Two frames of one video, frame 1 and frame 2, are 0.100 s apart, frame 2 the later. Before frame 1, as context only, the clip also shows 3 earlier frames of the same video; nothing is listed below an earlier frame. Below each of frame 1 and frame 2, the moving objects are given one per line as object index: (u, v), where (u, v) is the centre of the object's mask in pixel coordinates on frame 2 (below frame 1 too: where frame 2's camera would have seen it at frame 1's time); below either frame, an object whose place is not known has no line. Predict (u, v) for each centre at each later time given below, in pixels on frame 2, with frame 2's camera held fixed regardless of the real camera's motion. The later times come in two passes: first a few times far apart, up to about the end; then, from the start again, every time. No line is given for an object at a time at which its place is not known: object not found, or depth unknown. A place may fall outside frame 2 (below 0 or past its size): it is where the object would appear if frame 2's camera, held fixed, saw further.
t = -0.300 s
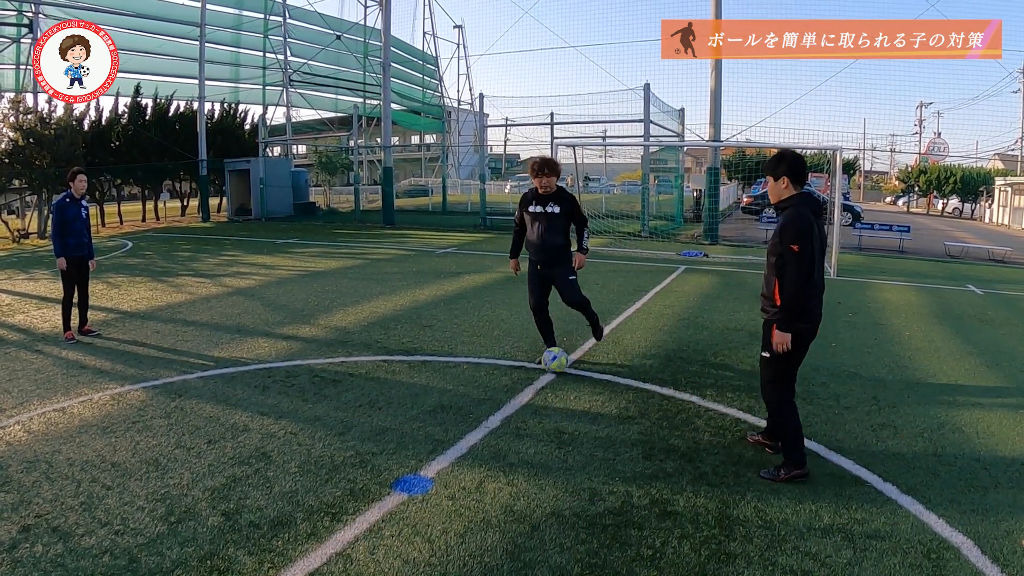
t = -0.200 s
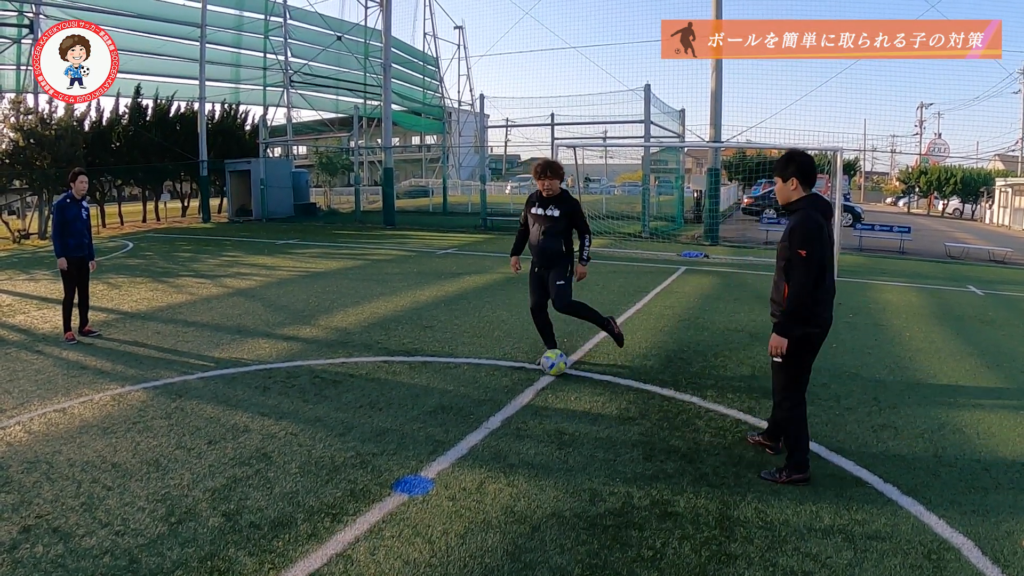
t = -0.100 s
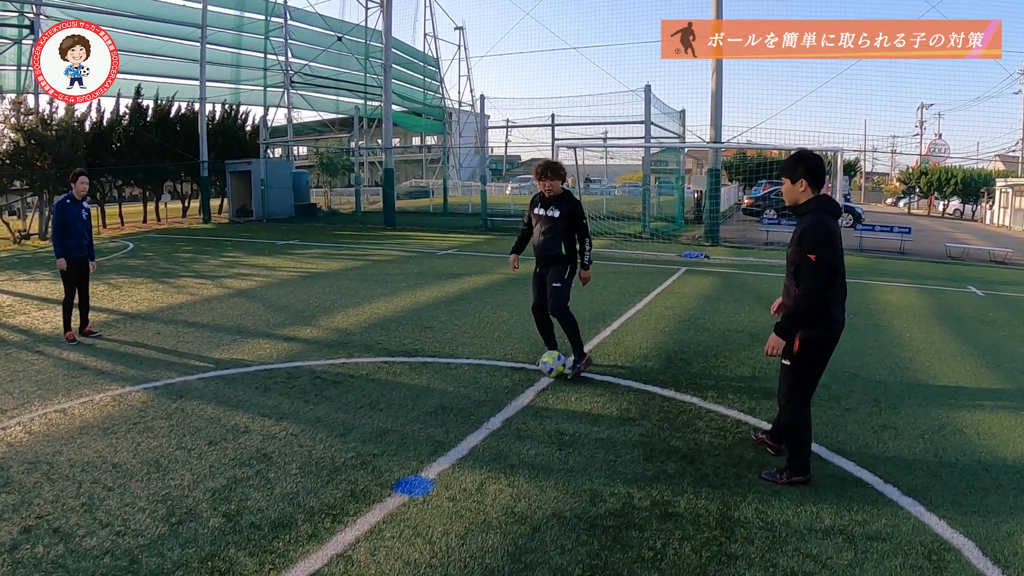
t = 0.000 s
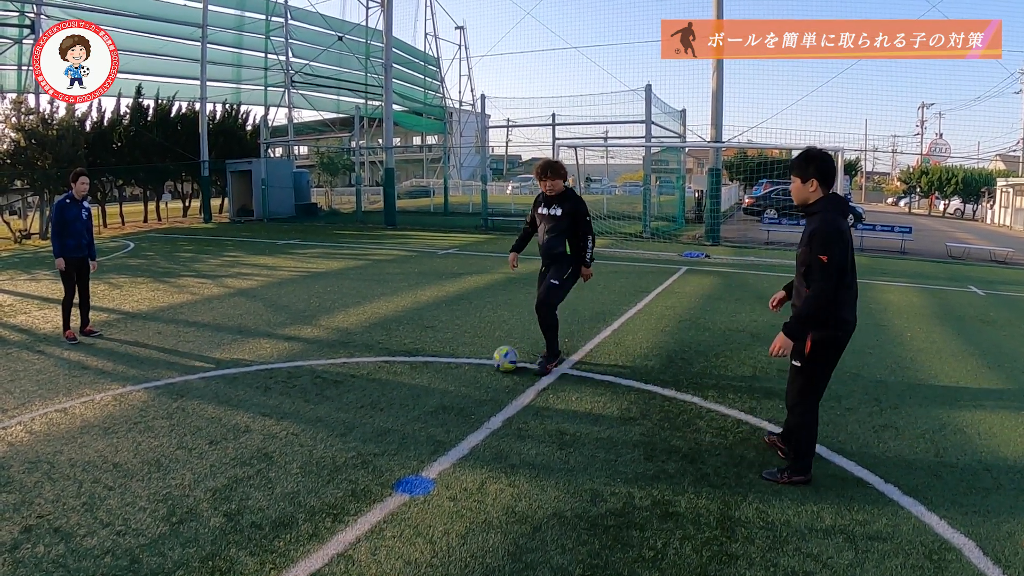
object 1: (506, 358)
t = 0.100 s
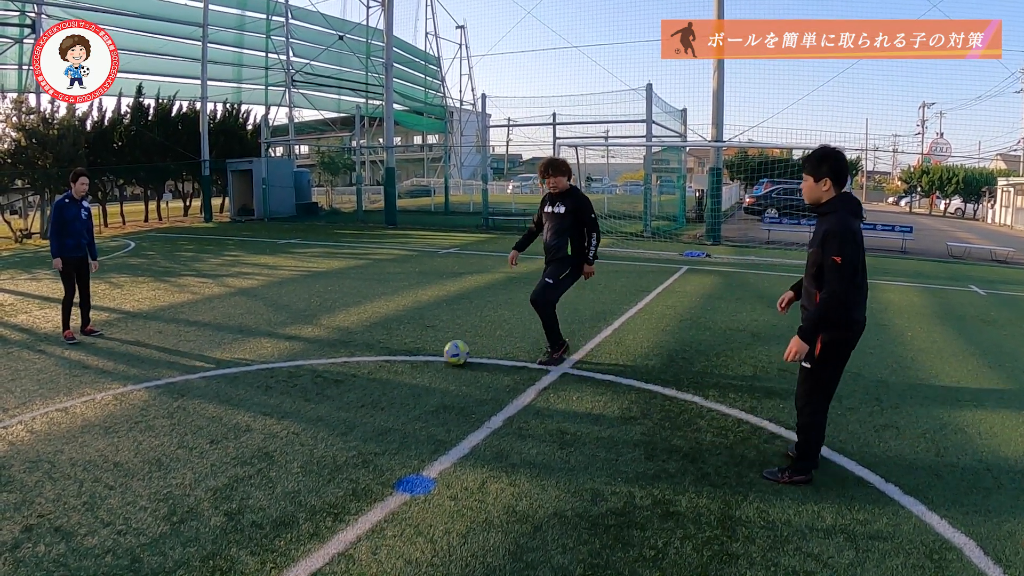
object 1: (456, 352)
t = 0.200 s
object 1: (415, 347)
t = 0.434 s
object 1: (345, 340)
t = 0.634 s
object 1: (299, 336)
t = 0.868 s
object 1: (255, 331)
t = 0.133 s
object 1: (441, 352)
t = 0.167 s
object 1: (428, 349)
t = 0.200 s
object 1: (415, 347)
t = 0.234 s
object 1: (402, 347)
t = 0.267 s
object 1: (391, 345)
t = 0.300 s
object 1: (381, 344)
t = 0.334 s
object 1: (371, 343)
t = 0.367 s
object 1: (362, 343)
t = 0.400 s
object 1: (353, 341)
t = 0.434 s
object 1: (345, 340)
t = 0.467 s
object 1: (337, 340)
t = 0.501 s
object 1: (329, 339)
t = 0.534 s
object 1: (322, 338)
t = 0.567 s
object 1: (314, 337)
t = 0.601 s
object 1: (307, 337)
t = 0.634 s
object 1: (299, 336)
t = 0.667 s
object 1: (293, 335)
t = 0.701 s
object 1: (286, 334)
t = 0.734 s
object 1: (280, 333)
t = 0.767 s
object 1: (273, 333)
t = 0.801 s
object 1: (267, 331)
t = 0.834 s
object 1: (261, 331)
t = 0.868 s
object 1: (255, 331)
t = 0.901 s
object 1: (249, 329)
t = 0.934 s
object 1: (243, 329)
